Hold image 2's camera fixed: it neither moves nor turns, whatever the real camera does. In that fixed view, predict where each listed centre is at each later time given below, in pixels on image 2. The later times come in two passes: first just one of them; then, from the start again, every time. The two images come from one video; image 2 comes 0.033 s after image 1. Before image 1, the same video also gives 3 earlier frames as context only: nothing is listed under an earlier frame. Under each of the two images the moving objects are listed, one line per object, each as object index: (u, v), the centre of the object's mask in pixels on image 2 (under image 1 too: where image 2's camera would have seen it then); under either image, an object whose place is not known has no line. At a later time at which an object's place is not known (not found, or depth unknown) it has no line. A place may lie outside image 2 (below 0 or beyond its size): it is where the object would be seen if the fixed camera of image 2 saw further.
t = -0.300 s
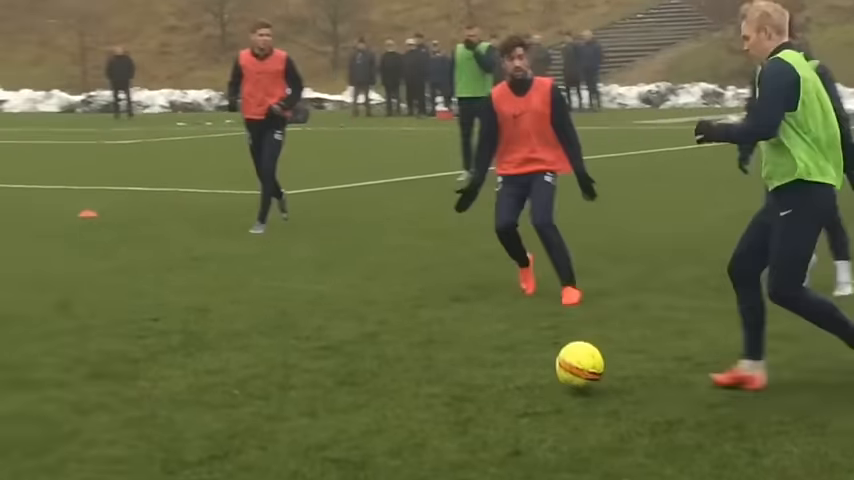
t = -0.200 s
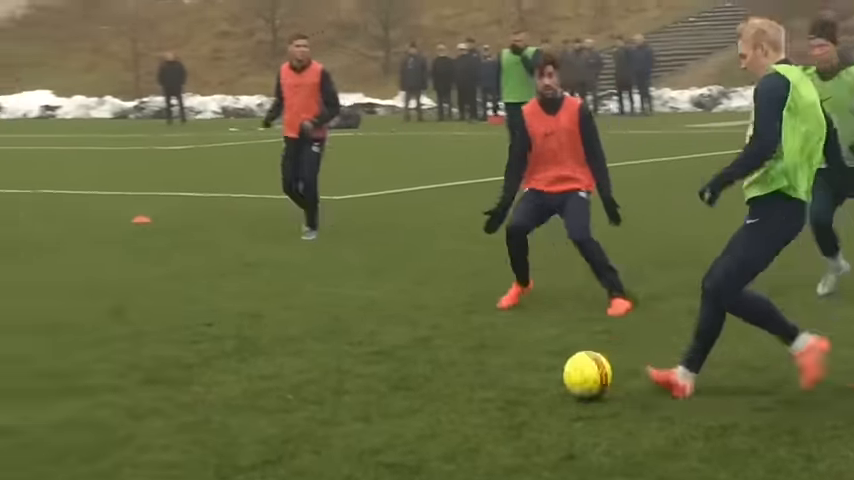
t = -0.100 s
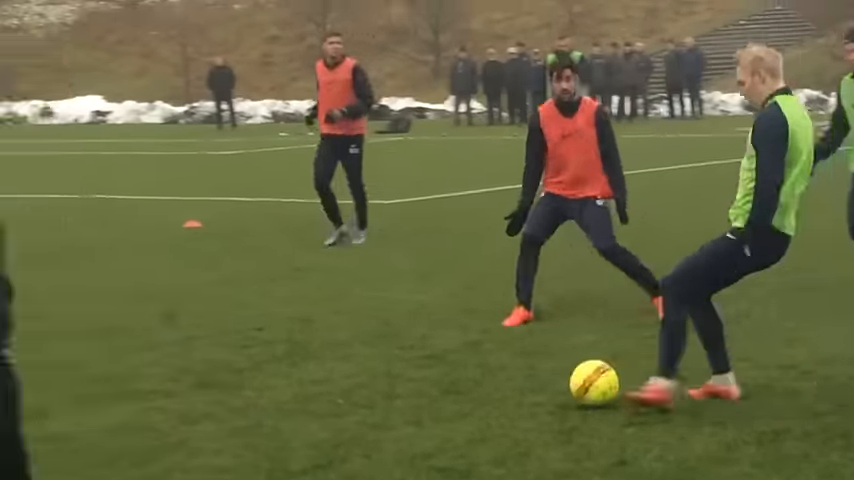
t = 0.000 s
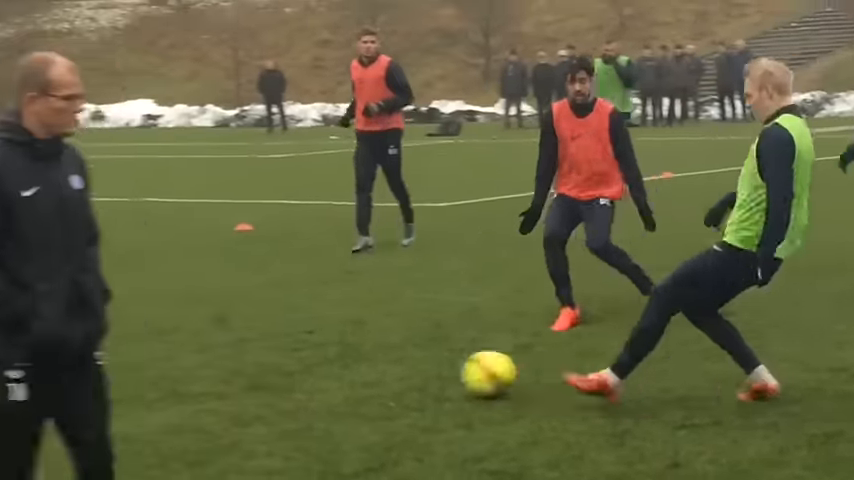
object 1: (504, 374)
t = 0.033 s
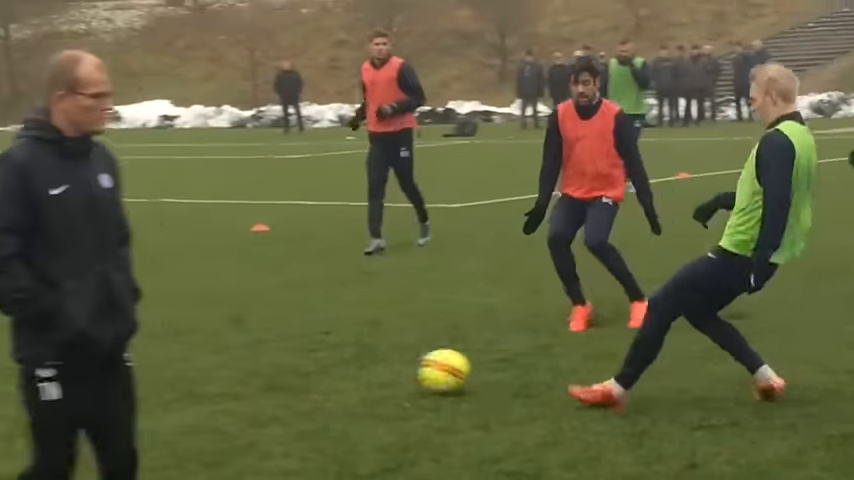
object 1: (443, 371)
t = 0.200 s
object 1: (190, 350)
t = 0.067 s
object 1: (387, 364)
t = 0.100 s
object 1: (335, 358)
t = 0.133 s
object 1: (284, 353)
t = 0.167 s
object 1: (235, 350)
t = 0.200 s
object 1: (190, 350)
